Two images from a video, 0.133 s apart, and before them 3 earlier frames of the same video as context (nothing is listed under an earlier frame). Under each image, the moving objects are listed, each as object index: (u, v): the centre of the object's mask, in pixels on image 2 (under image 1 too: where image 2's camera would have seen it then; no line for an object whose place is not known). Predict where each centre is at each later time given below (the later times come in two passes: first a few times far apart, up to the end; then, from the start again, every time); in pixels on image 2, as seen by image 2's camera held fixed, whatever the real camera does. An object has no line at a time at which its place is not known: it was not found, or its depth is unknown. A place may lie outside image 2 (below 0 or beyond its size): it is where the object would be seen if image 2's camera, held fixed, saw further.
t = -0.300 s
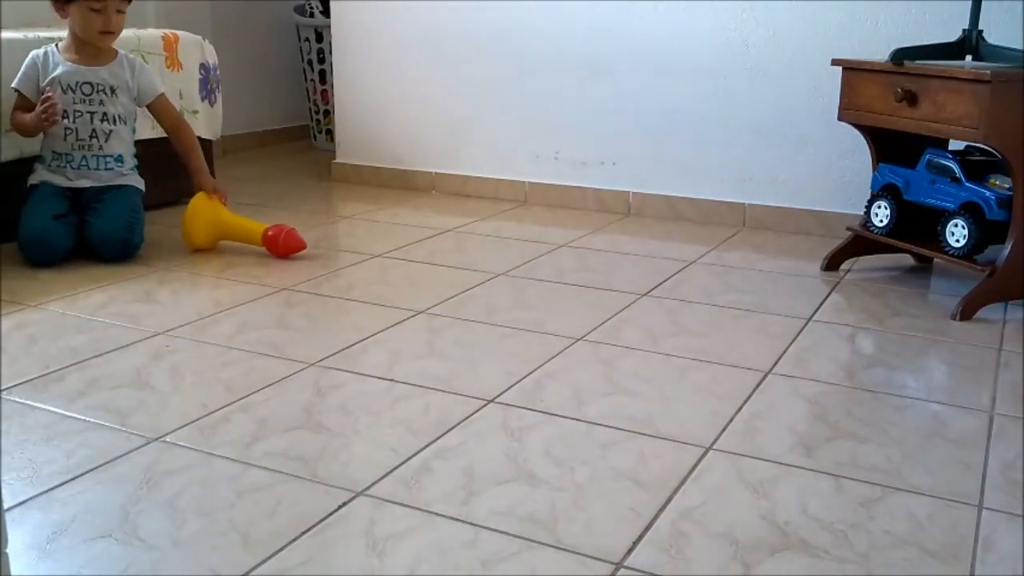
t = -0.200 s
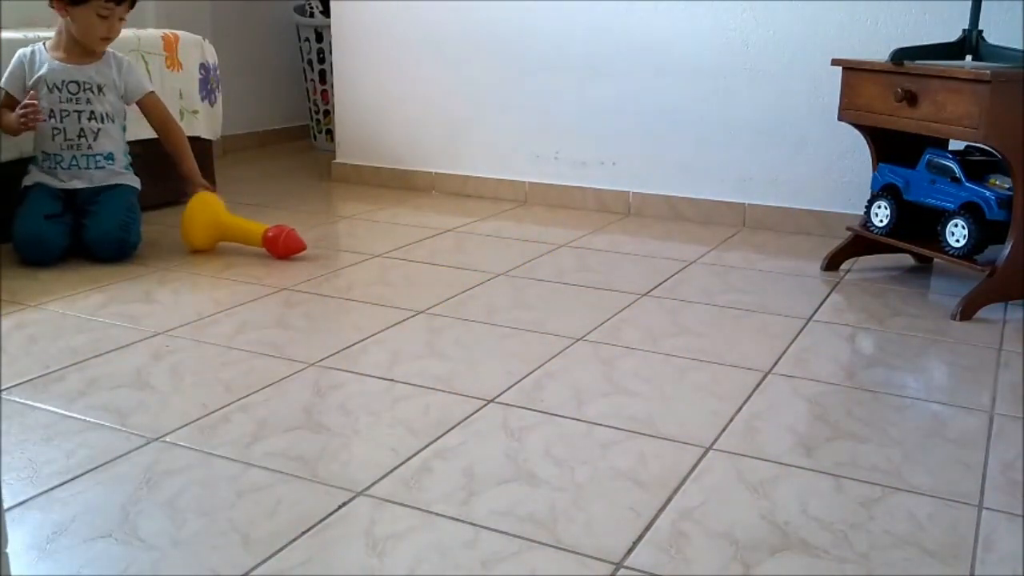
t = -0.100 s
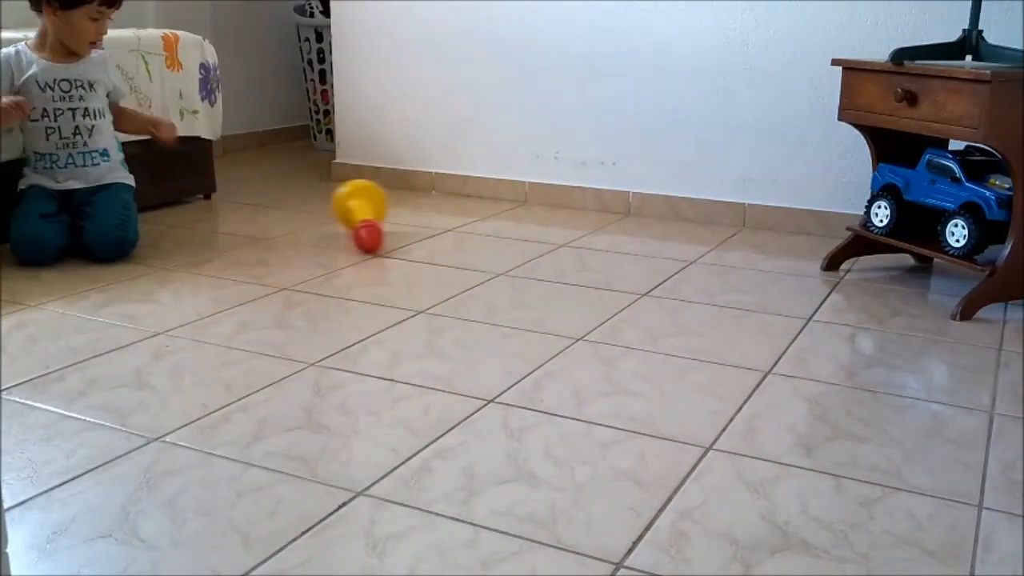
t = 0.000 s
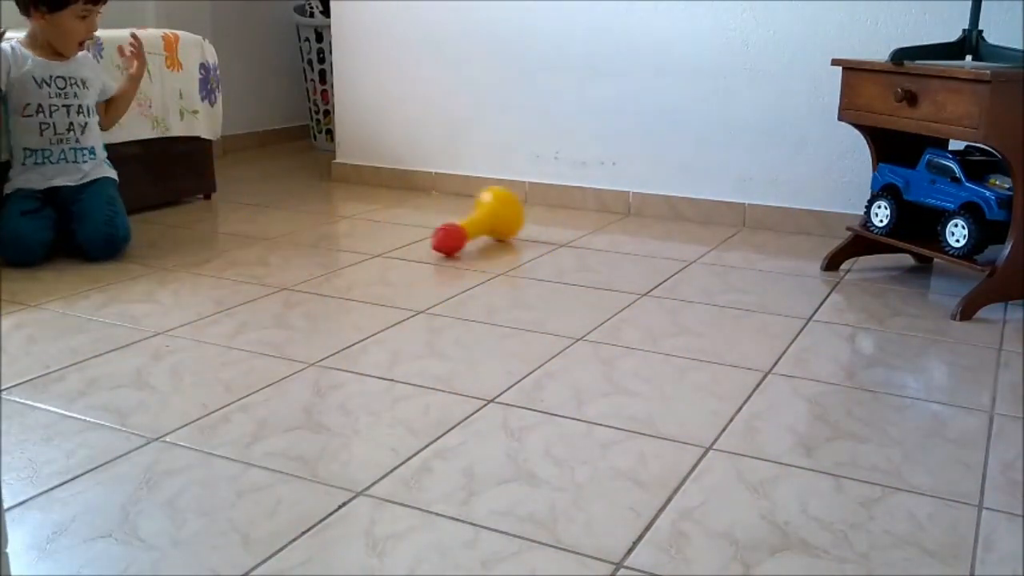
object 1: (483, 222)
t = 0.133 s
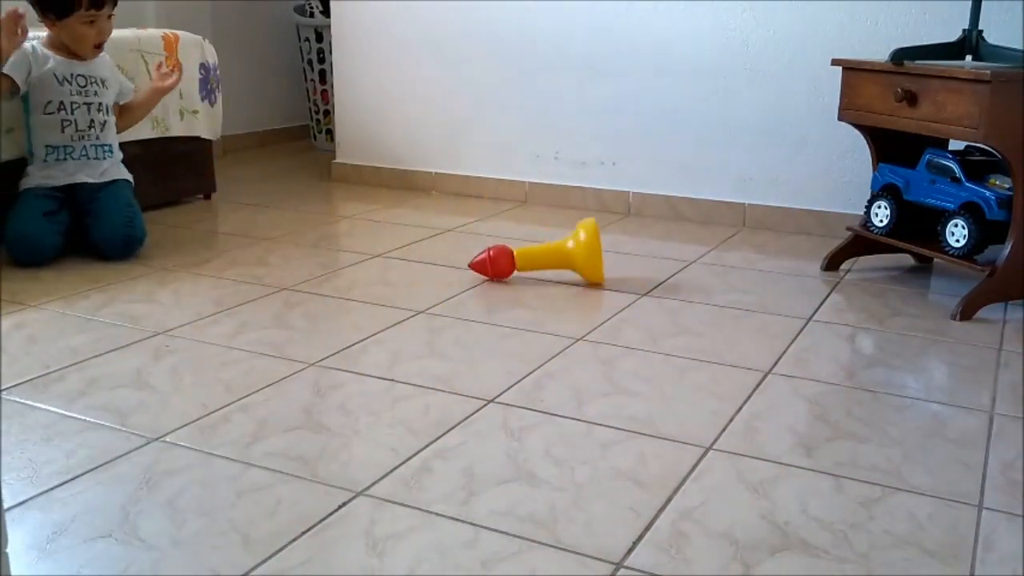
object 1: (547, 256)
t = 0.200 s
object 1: (537, 275)
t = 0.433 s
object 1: (243, 291)
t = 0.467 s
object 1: (221, 283)
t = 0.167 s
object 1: (547, 266)
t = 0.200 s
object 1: (537, 275)
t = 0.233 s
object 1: (516, 285)
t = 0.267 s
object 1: (480, 294)
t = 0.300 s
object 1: (437, 302)
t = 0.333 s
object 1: (383, 306)
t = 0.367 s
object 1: (327, 304)
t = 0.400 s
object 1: (278, 299)
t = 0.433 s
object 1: (243, 291)
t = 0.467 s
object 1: (221, 283)
